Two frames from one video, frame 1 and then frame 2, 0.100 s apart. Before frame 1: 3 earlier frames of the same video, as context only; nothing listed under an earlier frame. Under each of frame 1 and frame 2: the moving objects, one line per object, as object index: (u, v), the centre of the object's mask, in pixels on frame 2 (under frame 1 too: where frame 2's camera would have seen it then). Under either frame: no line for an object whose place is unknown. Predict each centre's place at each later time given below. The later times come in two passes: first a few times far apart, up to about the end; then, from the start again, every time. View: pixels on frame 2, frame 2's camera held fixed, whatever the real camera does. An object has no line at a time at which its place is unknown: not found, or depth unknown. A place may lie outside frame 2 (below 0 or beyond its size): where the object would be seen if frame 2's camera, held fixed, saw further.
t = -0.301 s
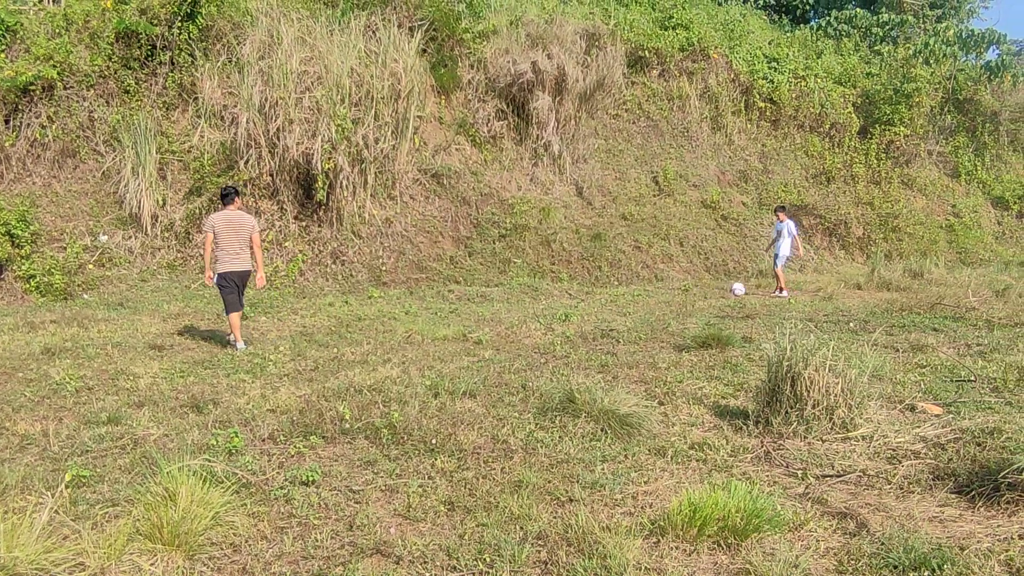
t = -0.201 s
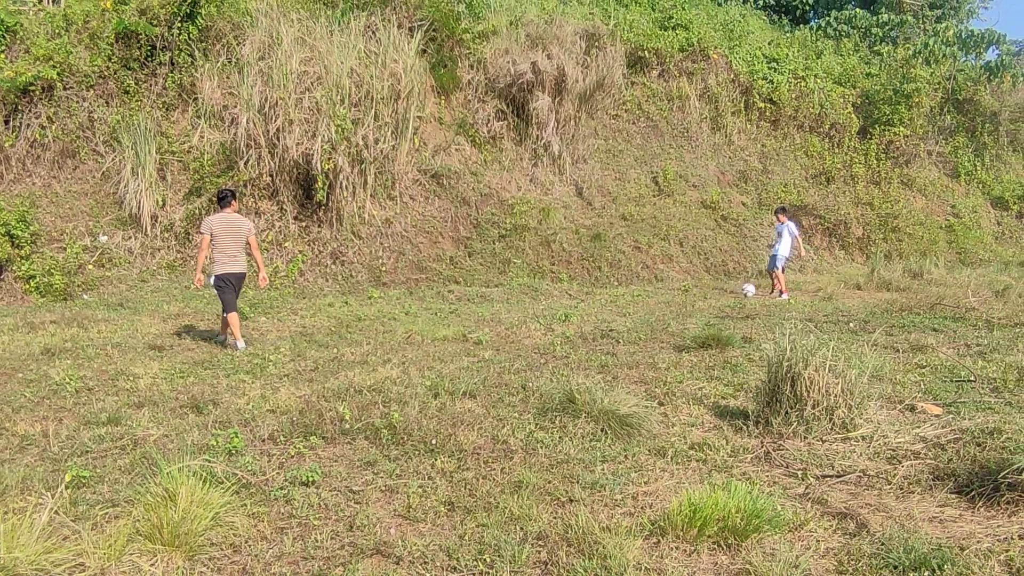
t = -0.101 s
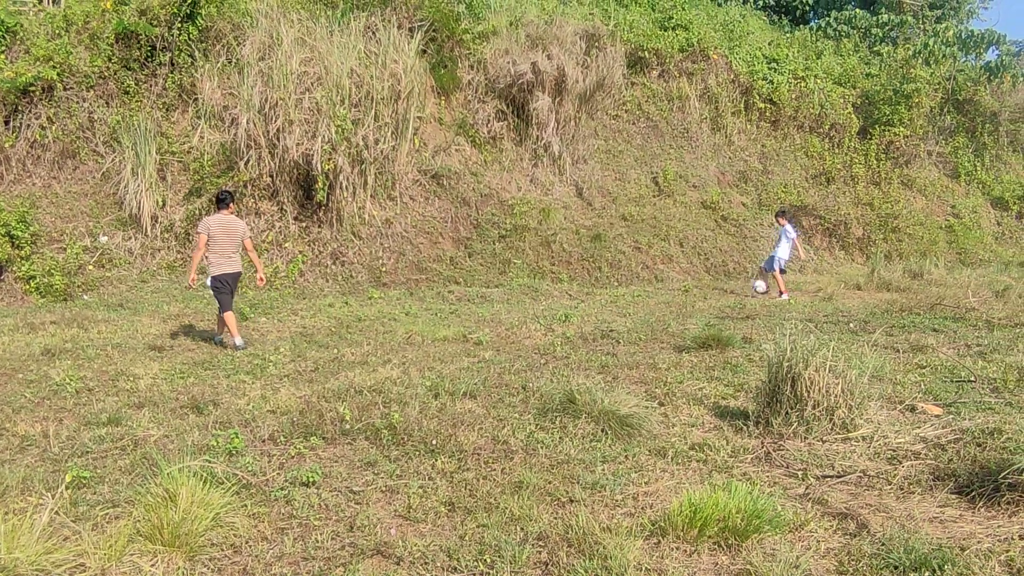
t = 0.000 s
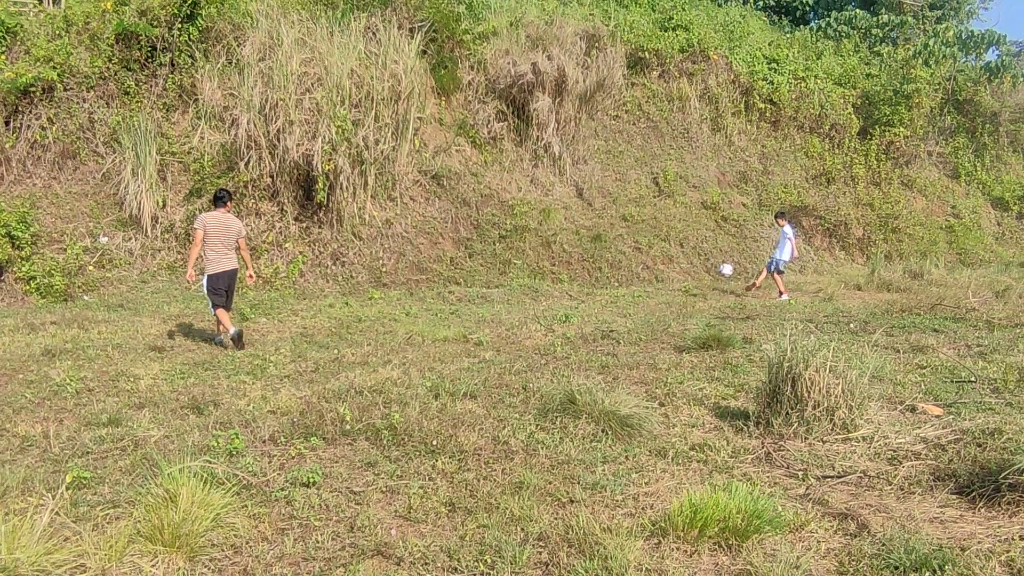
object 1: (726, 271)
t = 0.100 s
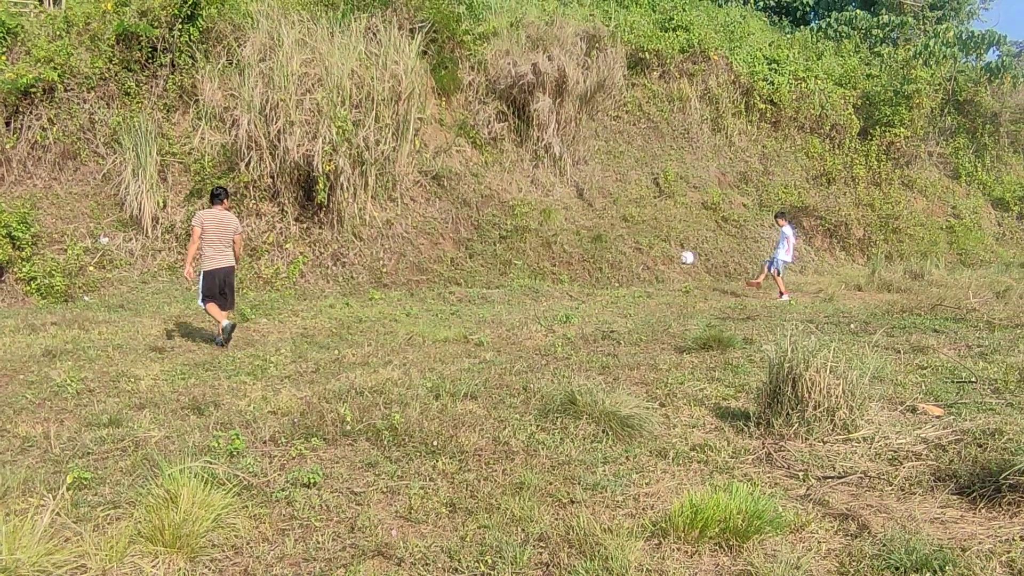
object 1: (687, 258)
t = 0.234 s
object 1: (633, 249)
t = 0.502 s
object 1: (521, 270)
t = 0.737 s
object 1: (430, 295)
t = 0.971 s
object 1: (369, 279)
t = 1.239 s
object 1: (300, 302)
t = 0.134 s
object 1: (673, 255)
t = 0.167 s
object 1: (660, 252)
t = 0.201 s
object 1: (646, 251)
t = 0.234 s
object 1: (633, 249)
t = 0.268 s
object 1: (619, 249)
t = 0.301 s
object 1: (605, 251)
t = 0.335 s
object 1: (591, 252)
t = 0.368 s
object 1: (579, 254)
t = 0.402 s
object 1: (564, 256)
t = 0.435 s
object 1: (550, 260)
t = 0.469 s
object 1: (536, 265)
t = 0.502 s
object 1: (521, 270)
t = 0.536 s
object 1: (507, 275)
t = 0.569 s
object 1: (492, 282)
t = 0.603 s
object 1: (478, 289)
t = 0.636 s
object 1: (463, 297)
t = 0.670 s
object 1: (448, 304)
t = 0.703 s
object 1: (438, 301)
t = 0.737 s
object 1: (430, 295)
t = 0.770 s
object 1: (422, 290)
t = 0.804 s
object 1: (414, 286)
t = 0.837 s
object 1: (405, 283)
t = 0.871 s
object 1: (396, 281)
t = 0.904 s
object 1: (387, 280)
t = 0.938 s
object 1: (378, 279)
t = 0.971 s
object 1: (369, 279)
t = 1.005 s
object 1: (361, 280)
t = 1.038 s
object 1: (353, 282)
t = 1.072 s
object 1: (344, 284)
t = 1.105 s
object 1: (335, 287)
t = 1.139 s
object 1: (326, 291)
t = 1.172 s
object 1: (316, 297)
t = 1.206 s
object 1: (308, 302)
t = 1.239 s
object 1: (300, 302)
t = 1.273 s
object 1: (295, 297)
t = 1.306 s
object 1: (289, 293)
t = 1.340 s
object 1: (284, 287)
